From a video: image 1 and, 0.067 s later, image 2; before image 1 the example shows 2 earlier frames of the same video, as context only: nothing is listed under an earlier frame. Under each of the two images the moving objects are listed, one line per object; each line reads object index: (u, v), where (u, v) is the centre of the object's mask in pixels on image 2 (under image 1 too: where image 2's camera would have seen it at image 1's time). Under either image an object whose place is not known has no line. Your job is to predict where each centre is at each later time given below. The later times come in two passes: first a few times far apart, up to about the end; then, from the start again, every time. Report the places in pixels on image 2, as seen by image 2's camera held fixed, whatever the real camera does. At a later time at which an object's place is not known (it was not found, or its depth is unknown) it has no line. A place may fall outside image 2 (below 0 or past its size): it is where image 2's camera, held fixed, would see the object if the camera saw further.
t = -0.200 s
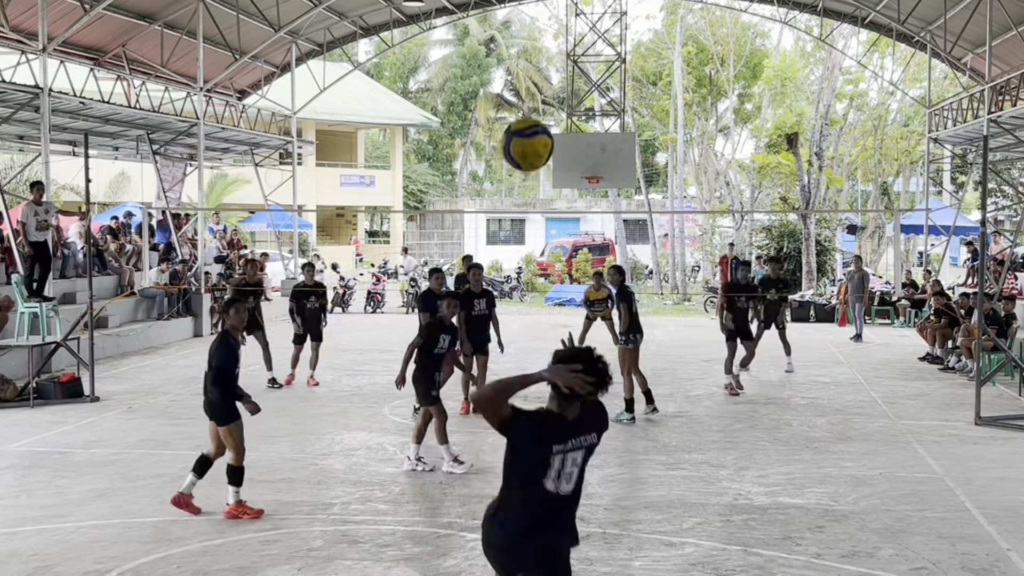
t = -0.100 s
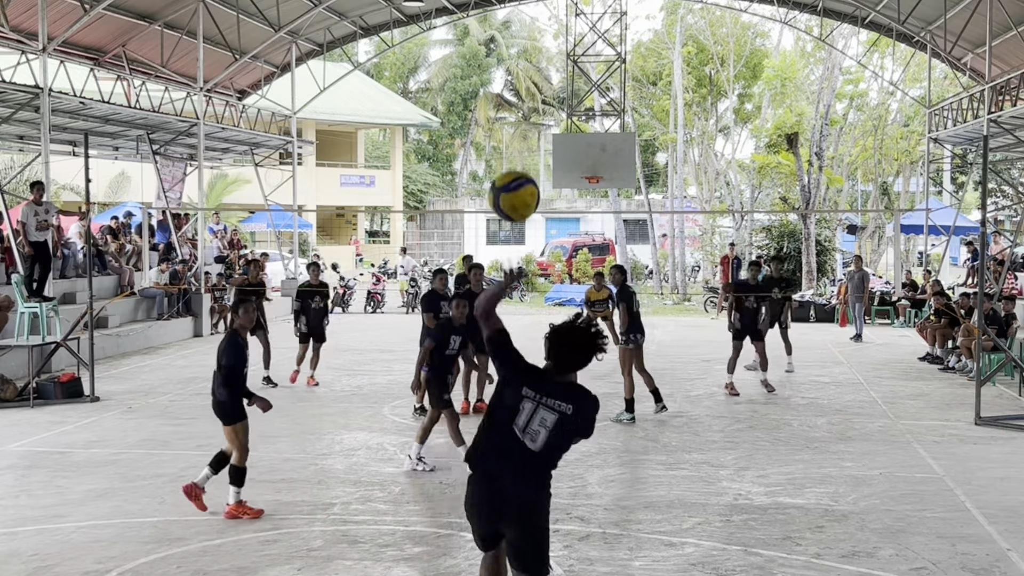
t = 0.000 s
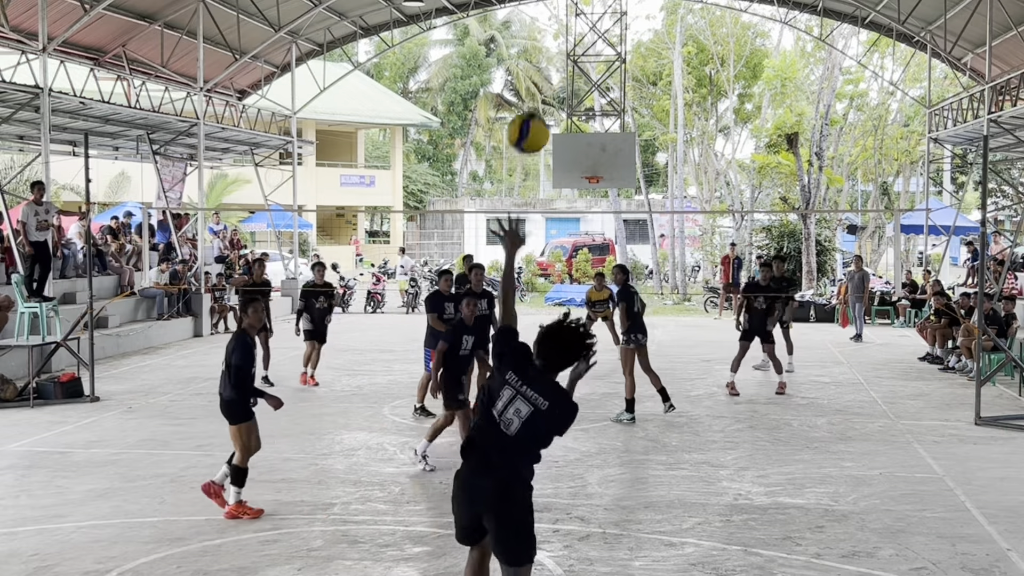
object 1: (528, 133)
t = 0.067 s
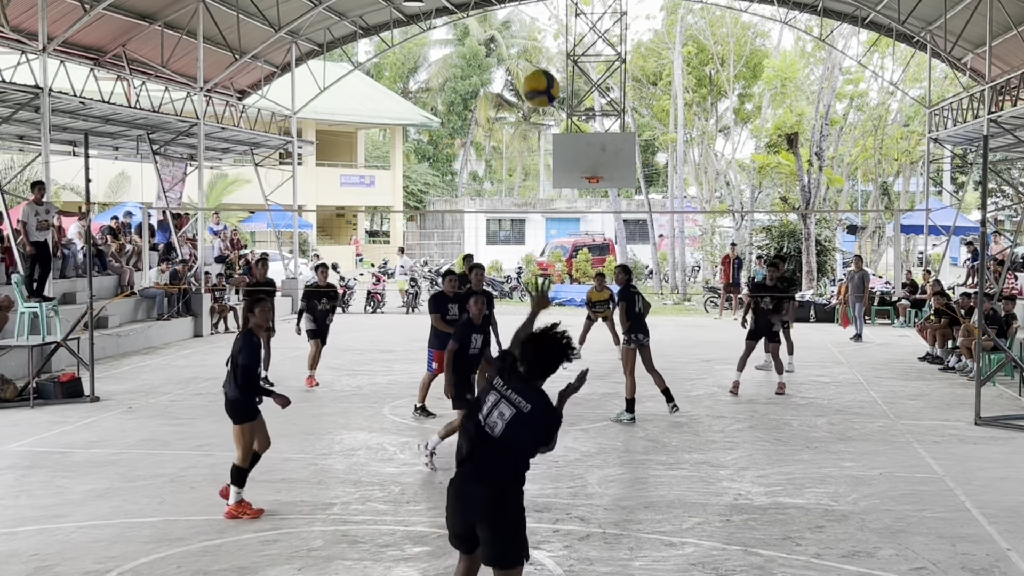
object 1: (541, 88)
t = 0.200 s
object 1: (560, 44)
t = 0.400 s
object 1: (579, 41)
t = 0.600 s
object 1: (596, 71)
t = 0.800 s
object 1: (608, 122)
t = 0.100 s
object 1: (546, 73)
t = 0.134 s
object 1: (551, 60)
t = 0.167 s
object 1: (555, 51)
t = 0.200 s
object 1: (560, 44)
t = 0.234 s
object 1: (563, 40)
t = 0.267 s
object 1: (567, 37)
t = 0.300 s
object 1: (571, 36)
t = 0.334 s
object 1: (574, 36)
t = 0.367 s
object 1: (576, 38)
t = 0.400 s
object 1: (579, 41)
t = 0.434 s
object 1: (582, 44)
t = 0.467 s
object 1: (585, 48)
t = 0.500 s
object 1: (588, 53)
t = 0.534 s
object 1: (591, 58)
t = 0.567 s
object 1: (593, 65)
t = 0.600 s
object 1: (596, 71)
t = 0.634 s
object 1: (598, 80)
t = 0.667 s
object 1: (601, 88)
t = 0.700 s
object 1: (602, 95)
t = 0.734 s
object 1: (604, 105)
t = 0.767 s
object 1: (606, 113)
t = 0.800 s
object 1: (608, 122)
